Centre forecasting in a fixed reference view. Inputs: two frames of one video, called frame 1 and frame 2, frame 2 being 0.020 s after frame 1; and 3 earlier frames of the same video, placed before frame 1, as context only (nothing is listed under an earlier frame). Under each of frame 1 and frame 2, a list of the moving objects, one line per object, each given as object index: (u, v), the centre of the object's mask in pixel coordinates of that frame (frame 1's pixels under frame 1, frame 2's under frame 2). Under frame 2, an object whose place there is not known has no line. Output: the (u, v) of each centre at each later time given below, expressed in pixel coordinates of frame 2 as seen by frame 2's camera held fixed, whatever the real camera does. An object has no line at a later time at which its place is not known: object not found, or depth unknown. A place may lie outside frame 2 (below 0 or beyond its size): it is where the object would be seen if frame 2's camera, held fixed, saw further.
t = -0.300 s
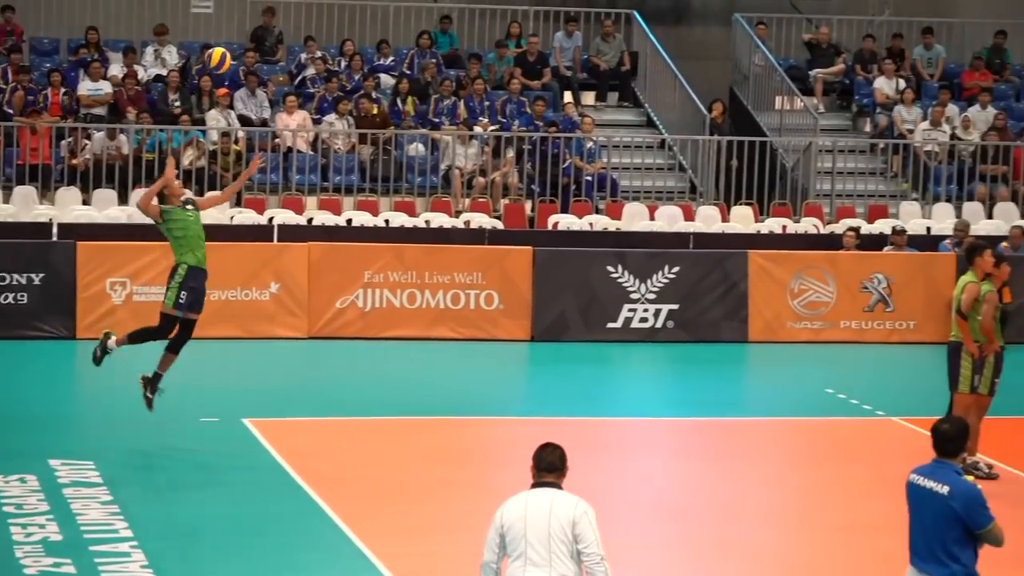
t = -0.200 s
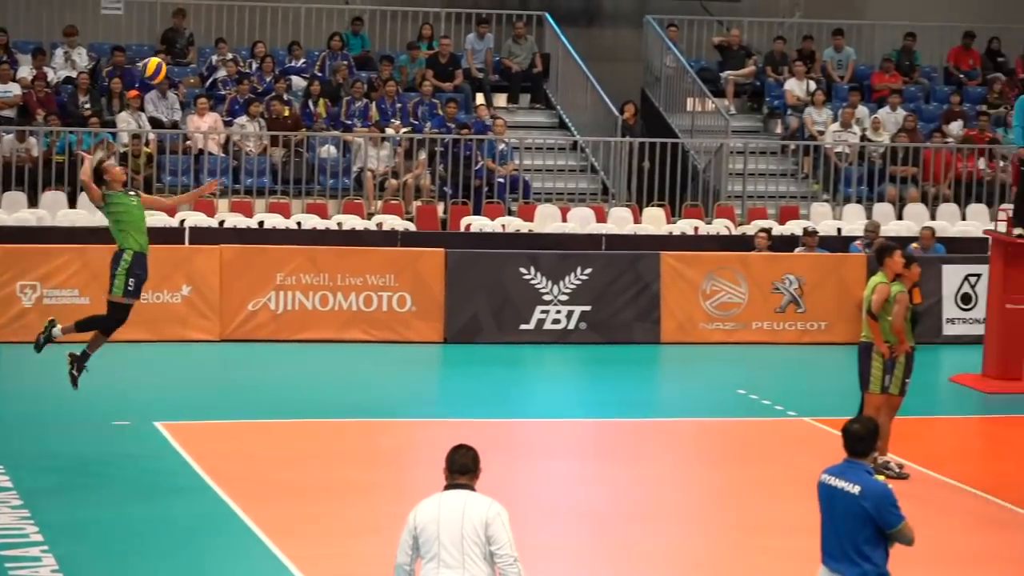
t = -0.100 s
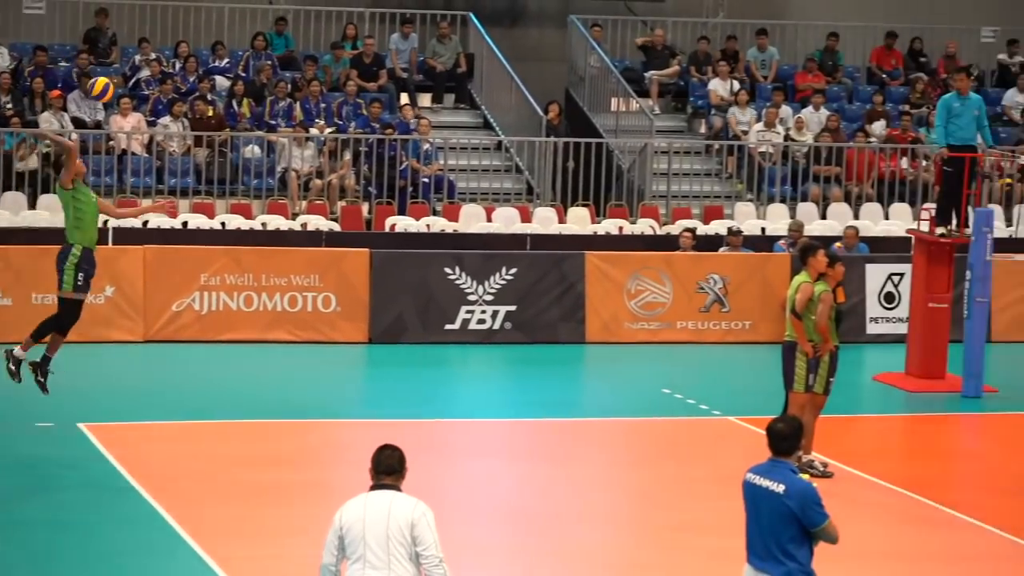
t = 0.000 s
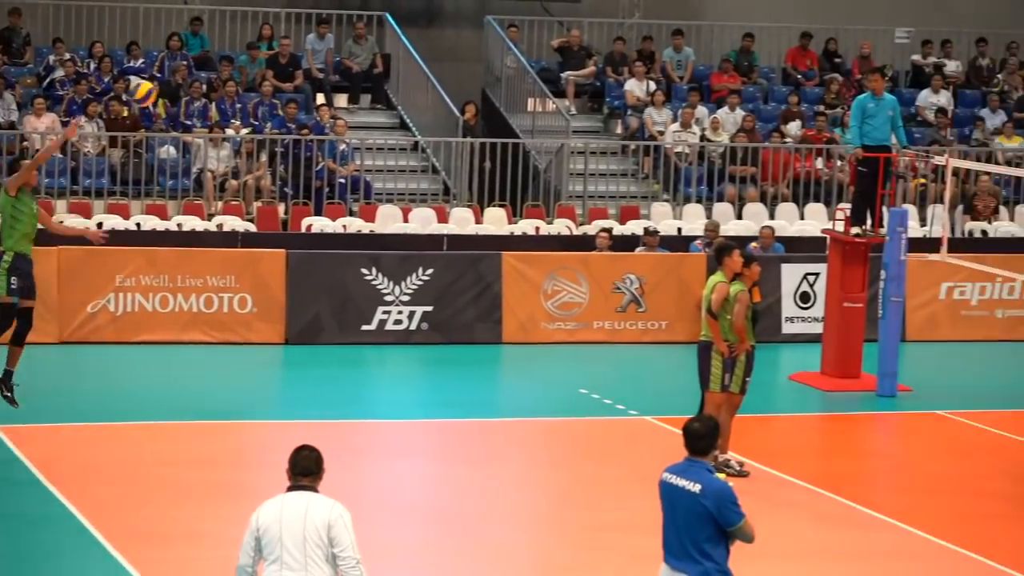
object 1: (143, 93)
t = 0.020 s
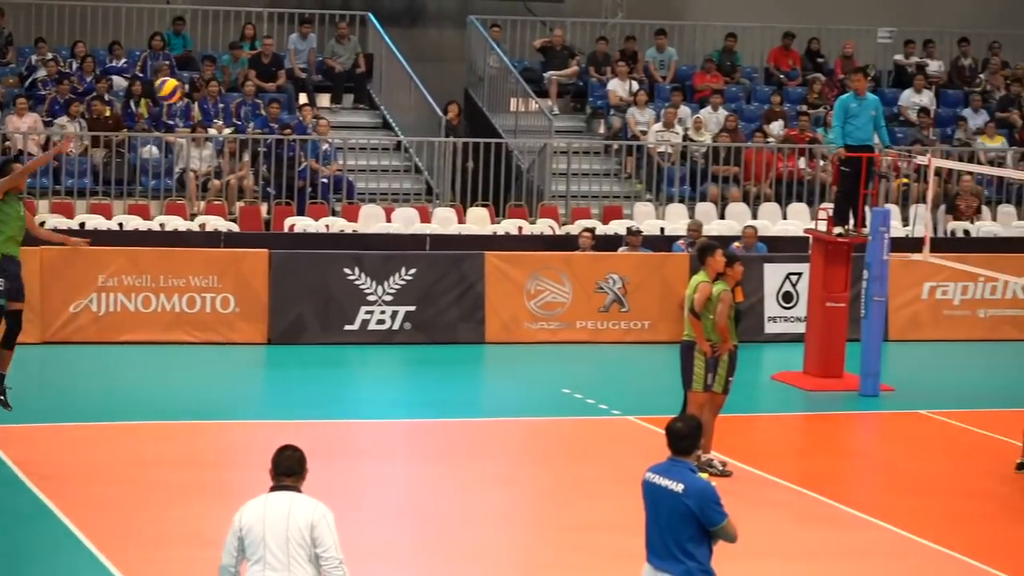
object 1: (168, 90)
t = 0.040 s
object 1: (208, 87)
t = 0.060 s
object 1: (248, 84)
